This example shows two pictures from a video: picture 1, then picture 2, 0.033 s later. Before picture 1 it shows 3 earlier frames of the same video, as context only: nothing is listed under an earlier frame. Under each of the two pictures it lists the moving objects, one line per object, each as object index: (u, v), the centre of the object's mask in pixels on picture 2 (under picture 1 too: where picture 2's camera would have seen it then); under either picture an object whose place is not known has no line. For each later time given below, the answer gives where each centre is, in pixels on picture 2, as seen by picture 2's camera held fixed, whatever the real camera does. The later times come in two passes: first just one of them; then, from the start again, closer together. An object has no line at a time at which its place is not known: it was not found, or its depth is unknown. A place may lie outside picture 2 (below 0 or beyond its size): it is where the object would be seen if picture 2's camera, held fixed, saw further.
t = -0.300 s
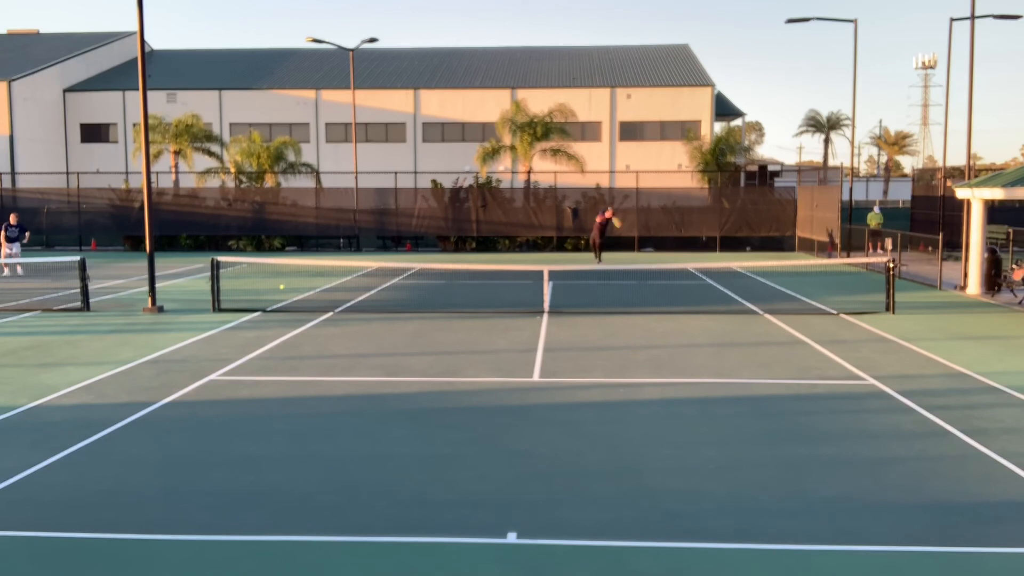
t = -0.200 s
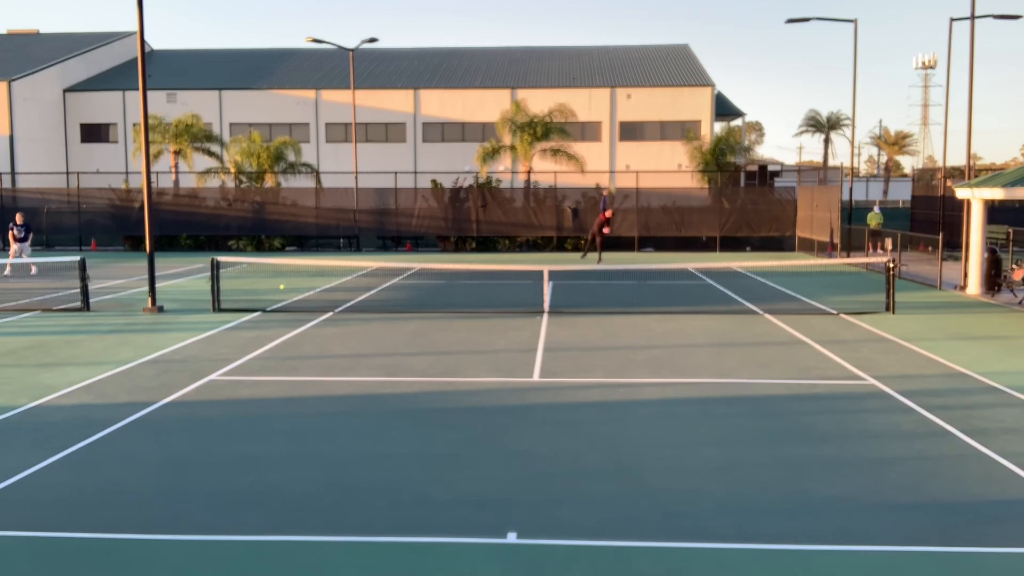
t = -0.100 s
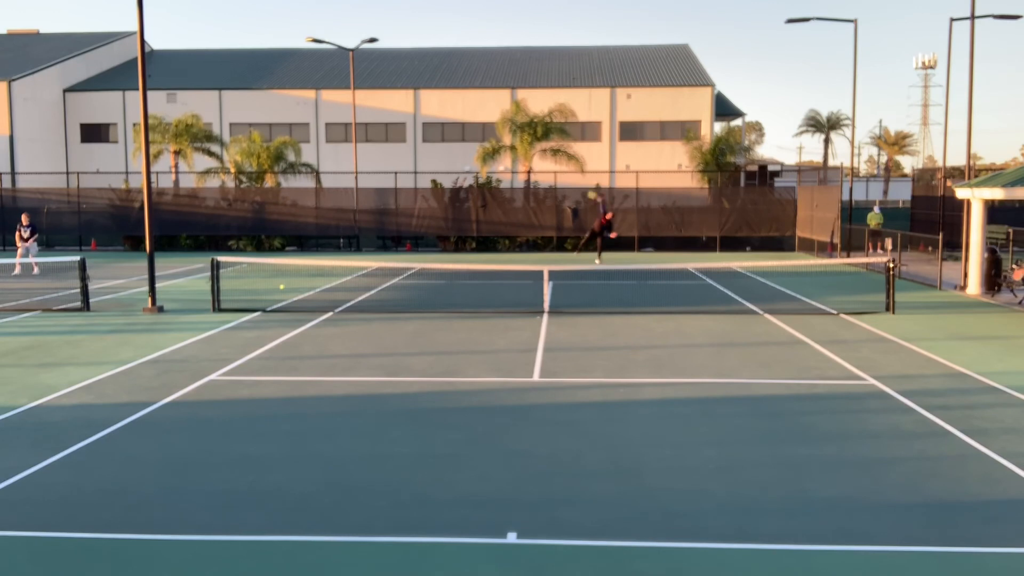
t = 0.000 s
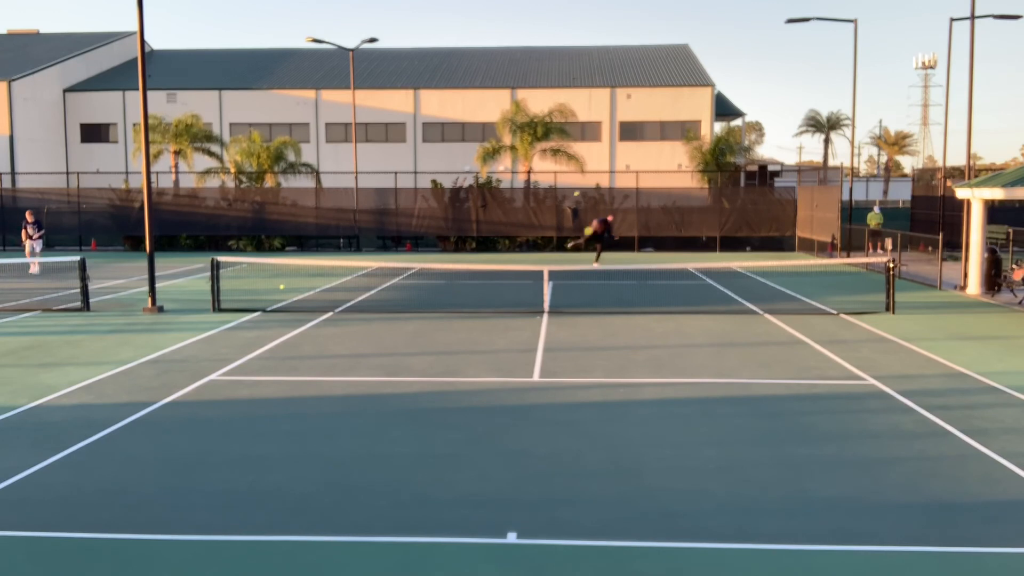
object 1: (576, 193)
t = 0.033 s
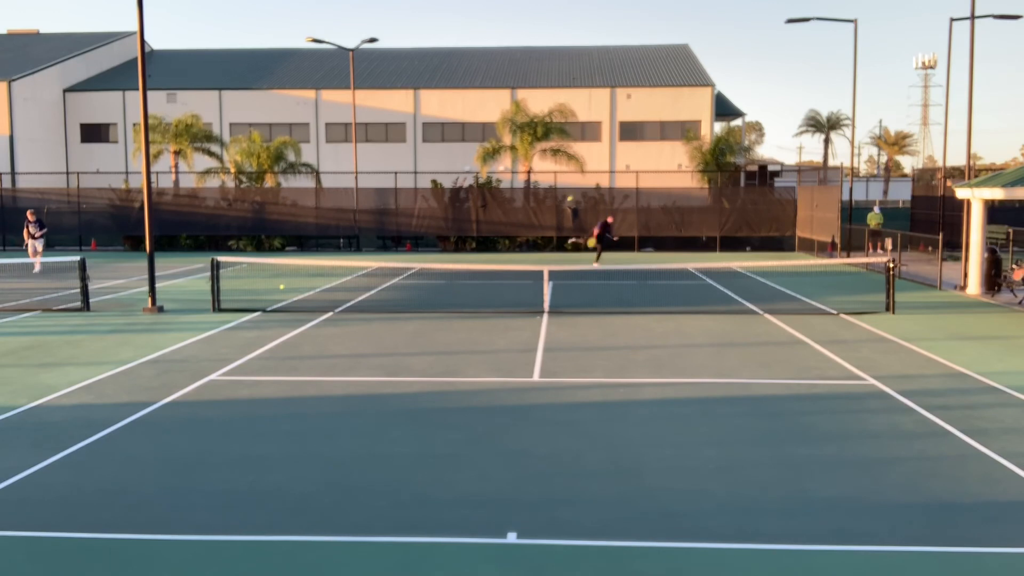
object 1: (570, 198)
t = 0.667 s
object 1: (362, 352)
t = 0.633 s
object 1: (378, 350)
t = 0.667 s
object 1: (362, 352)
